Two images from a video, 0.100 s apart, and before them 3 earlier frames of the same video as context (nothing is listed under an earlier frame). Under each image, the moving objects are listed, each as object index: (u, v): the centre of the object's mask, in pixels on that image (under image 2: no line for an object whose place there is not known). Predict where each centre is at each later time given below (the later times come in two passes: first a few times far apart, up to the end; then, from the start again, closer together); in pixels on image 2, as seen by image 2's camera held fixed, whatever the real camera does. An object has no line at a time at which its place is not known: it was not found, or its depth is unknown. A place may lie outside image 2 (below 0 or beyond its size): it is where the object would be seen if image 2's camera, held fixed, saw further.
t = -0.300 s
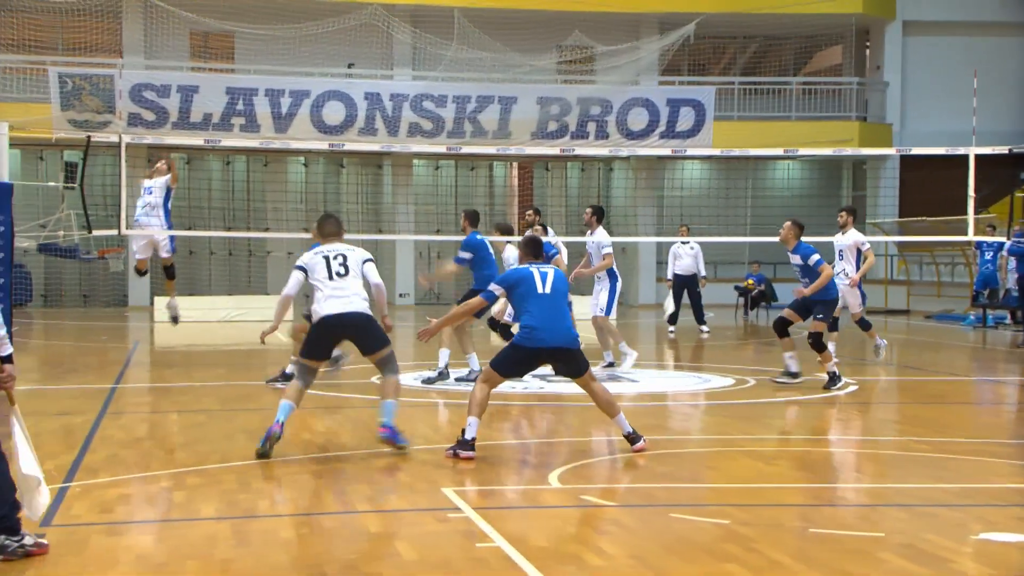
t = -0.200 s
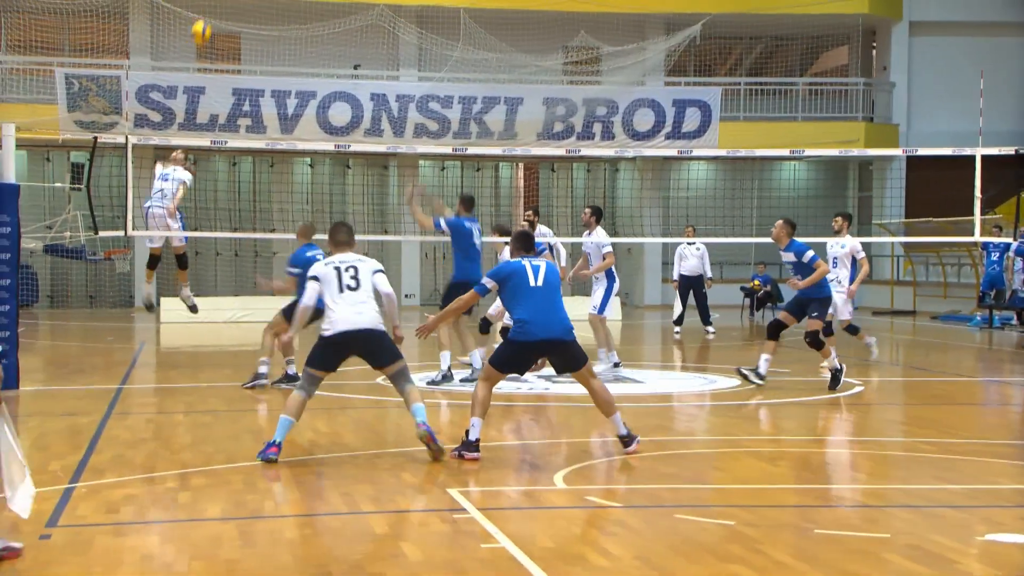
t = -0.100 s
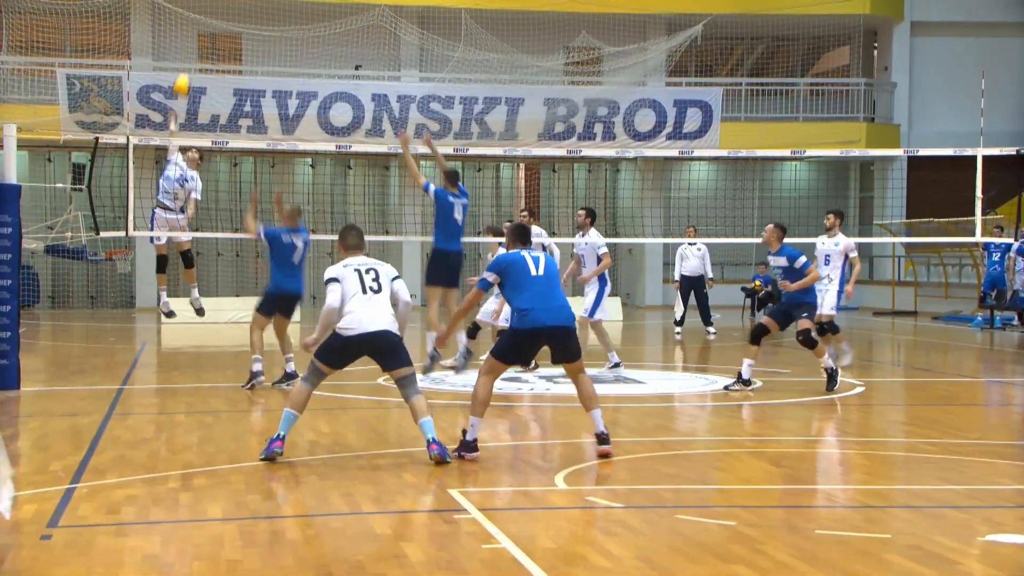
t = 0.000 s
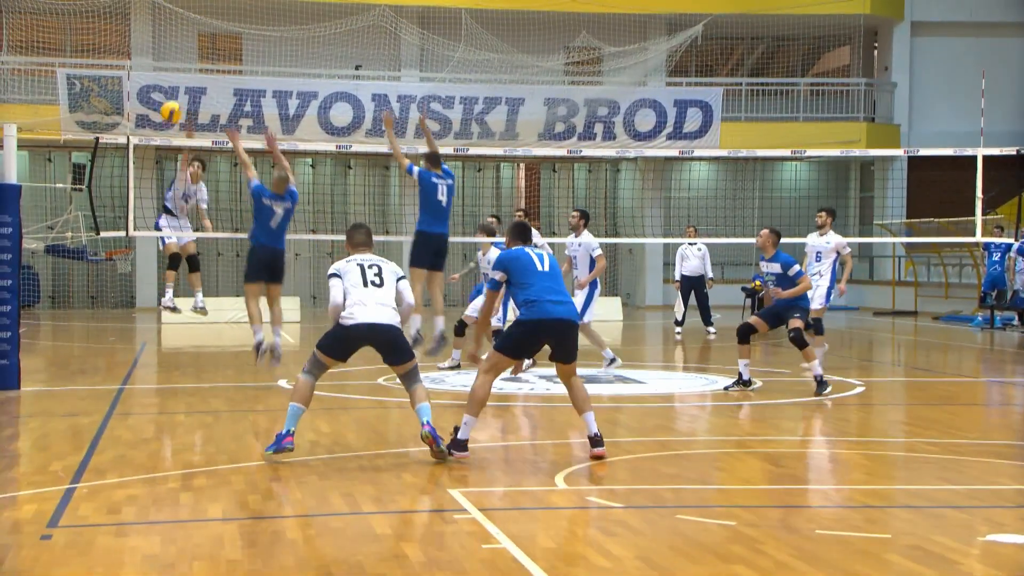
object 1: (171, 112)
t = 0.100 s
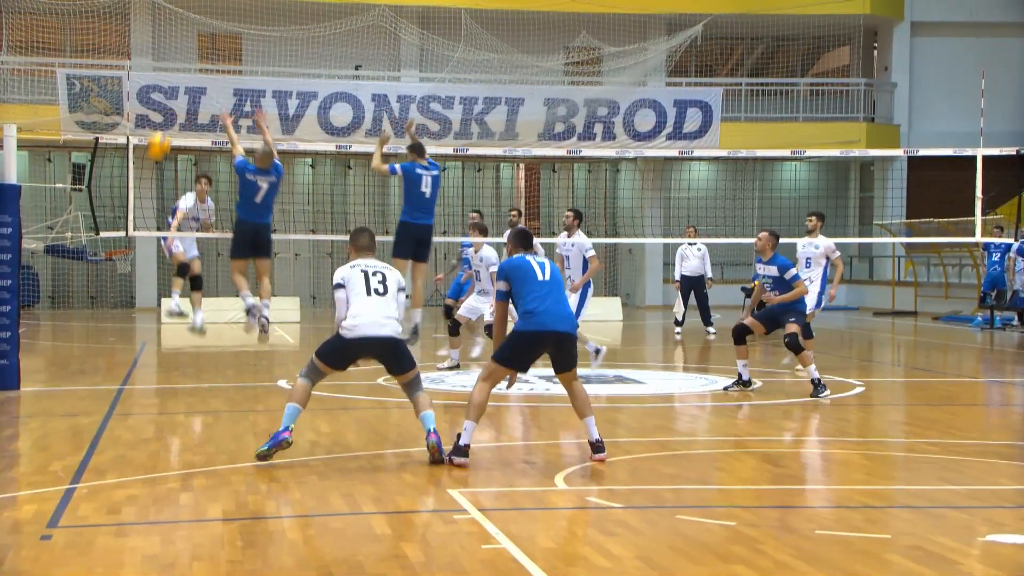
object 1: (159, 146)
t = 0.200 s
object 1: (141, 207)
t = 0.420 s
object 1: (67, 436)
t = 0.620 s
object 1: (-3, 210)
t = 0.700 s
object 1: (-25, 126)
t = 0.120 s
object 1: (156, 155)
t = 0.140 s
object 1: (152, 165)
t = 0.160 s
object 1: (148, 178)
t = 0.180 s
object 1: (145, 191)
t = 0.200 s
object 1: (141, 207)
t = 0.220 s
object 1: (137, 224)
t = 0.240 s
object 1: (132, 244)
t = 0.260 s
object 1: (125, 265)
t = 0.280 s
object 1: (120, 287)
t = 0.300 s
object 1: (113, 314)
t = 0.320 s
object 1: (107, 337)
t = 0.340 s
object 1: (99, 369)
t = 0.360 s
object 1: (90, 402)
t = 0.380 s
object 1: (79, 444)
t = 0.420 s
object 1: (67, 436)
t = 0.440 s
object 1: (61, 413)
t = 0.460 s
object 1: (56, 391)
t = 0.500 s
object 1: (43, 346)
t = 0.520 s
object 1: (36, 323)
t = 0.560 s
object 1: (22, 278)
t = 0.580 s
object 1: (14, 255)
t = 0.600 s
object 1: (6, 232)
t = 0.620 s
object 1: (-3, 210)
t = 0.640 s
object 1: (-11, 186)
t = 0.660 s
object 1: (-15, 166)
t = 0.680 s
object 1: (-21, 144)
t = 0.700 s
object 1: (-25, 126)
